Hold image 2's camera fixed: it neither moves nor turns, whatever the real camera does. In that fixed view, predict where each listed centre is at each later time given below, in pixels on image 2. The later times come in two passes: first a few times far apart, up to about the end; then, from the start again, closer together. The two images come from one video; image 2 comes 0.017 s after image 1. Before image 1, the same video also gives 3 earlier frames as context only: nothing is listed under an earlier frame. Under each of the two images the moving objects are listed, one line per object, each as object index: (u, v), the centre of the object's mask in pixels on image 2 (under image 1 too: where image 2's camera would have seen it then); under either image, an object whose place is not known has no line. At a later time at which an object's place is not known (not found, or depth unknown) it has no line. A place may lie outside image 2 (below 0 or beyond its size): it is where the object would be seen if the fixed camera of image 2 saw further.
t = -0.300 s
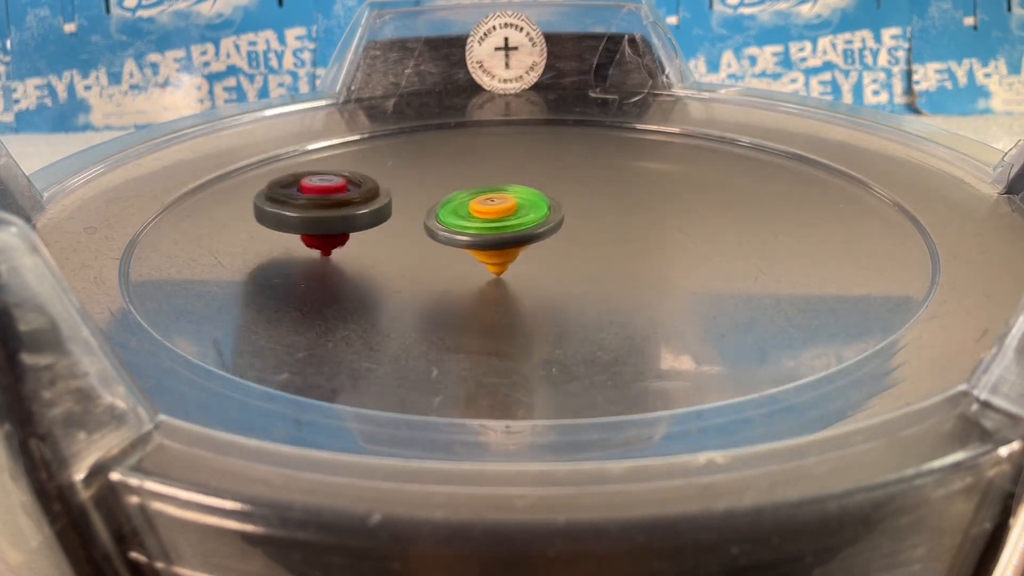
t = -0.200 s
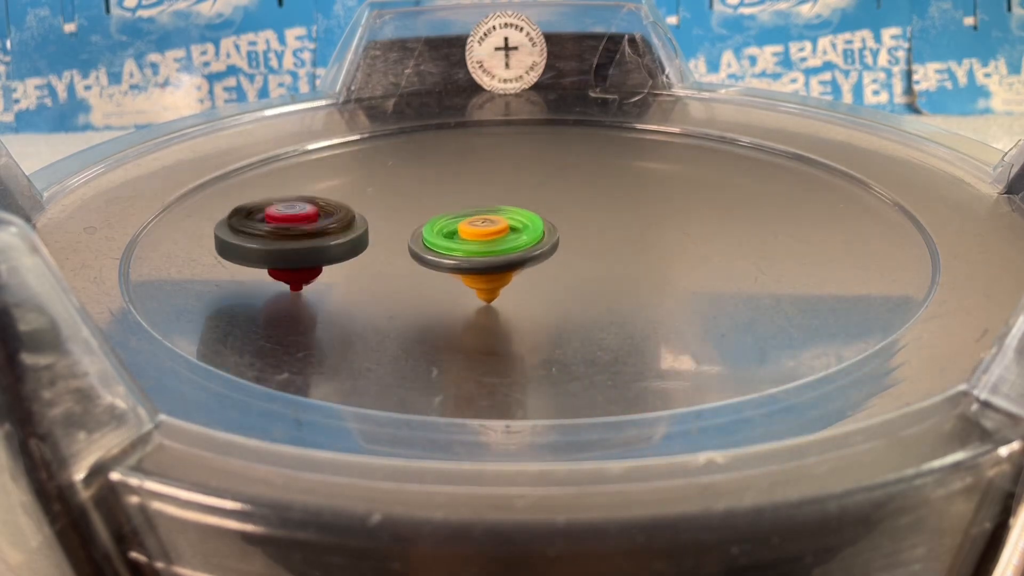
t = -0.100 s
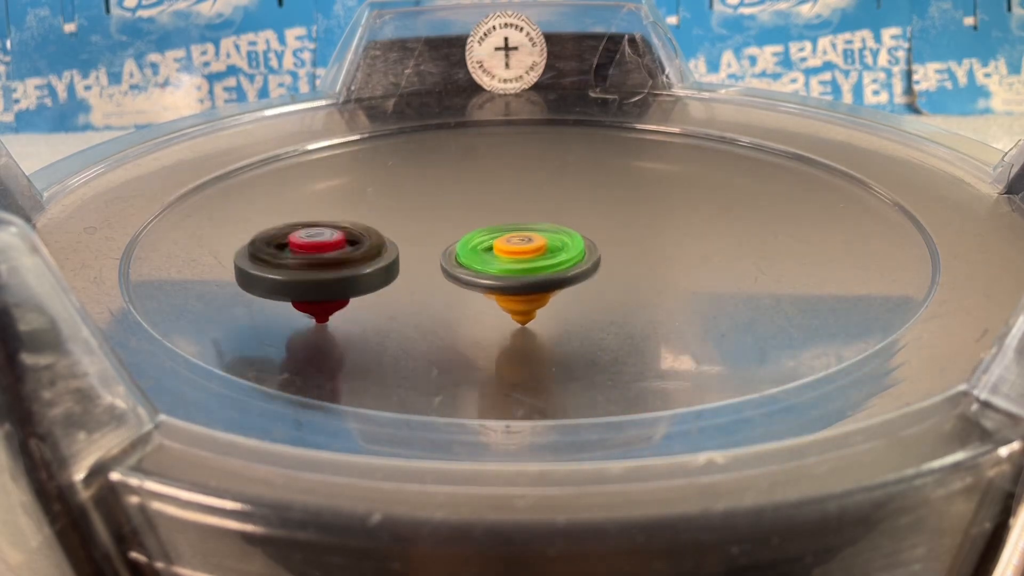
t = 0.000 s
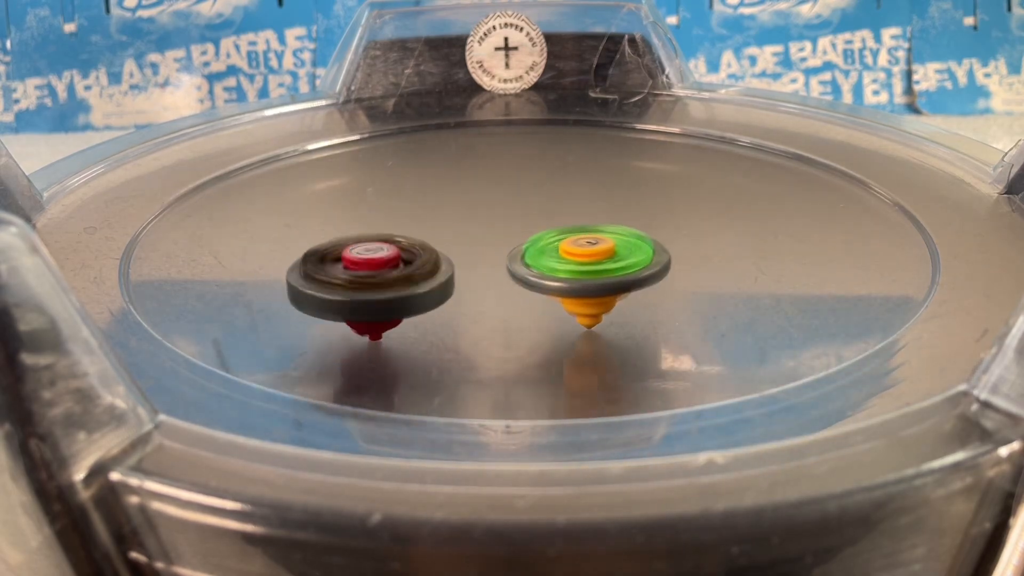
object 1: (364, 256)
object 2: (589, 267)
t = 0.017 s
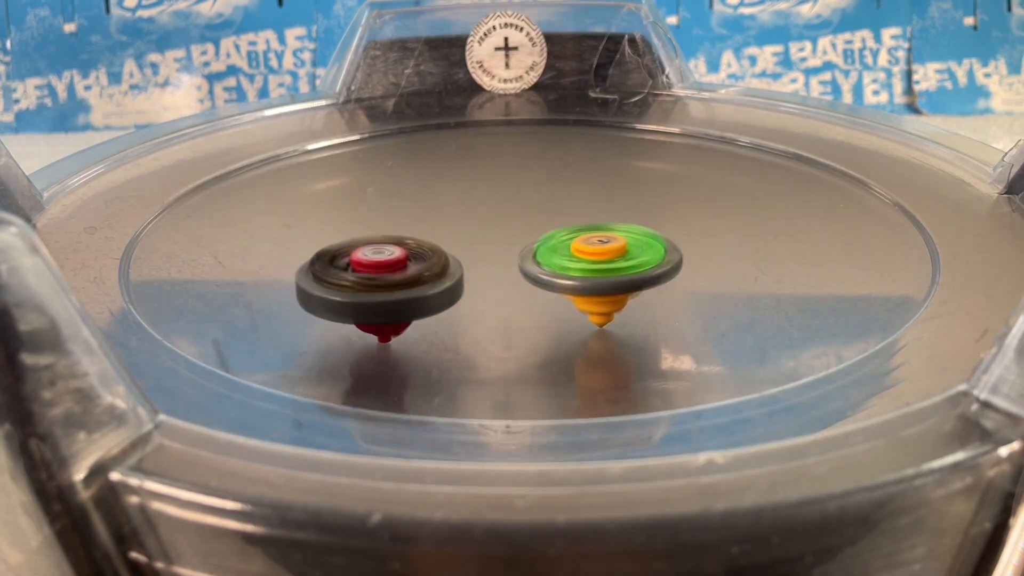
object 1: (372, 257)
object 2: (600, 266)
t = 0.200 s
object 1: (463, 261)
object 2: (646, 227)
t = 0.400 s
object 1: (544, 256)
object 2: (524, 207)
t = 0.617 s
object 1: (592, 239)
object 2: (425, 244)
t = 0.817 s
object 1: (632, 221)
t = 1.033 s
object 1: (668, 173)
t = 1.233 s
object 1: (633, 146)
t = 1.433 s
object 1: (597, 147)
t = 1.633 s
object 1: (566, 157)
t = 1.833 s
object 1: (537, 174)
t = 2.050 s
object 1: (553, 85)
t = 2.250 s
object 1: (517, 115)
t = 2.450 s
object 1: (432, 218)
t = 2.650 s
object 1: (519, 270)
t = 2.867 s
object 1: (643, 262)
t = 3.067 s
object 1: (677, 248)
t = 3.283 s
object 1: (676, 234)
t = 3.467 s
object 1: (660, 222)
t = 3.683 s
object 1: (624, 210)
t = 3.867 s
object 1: (587, 199)
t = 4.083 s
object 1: (546, 188)
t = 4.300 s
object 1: (515, 183)
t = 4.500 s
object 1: (497, 182)
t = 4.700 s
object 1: (489, 187)
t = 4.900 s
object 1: (489, 196)
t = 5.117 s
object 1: (499, 207)
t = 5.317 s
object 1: (511, 220)
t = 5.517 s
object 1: (523, 228)
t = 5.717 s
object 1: (535, 235)
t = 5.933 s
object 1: (538, 238)
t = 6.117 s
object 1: (536, 237)
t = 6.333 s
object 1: (533, 234)
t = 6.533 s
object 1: (532, 227)
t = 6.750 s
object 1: (532, 219)
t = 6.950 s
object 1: (534, 210)
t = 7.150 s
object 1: (536, 204)
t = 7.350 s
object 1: (541, 200)
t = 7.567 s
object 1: (543, 201)
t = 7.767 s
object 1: (546, 204)
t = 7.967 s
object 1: (548, 211)
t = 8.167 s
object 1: (541, 217)
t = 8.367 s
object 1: (533, 223)
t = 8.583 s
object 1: (520, 226)
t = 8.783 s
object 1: (510, 227)
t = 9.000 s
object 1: (501, 226)
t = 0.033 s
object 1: (381, 258)
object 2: (611, 263)
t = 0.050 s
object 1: (392, 260)
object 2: (621, 261)
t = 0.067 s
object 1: (397, 260)
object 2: (630, 258)
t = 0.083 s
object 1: (408, 262)
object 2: (638, 255)
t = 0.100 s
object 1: (416, 263)
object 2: (644, 251)
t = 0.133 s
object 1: (429, 261)
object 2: (652, 243)
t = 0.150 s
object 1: (441, 262)
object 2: (653, 239)
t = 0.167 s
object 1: (445, 262)
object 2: (652, 235)
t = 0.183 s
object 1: (453, 262)
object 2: (650, 231)
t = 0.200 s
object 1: (463, 261)
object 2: (646, 227)
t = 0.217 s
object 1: (470, 261)
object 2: (640, 224)
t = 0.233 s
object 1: (477, 260)
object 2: (633, 221)
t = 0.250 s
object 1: (485, 260)
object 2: (625, 218)
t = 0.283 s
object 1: (501, 259)
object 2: (606, 214)
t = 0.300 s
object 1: (507, 259)
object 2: (595, 213)
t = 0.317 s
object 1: (514, 259)
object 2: (584, 210)
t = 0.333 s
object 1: (521, 258)
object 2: (573, 208)
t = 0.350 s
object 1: (526, 258)
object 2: (561, 207)
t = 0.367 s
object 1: (532, 257)
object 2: (549, 206)
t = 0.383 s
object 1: (537, 257)
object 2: (537, 206)
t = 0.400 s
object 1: (544, 256)
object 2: (524, 207)
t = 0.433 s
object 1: (551, 253)
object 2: (500, 210)
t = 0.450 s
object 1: (553, 251)
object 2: (489, 212)
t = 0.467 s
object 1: (561, 251)
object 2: (479, 216)
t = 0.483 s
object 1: (561, 248)
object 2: (469, 219)
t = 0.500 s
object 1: (564, 247)
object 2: (460, 221)
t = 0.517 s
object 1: (570, 247)
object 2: (452, 224)
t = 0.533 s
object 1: (573, 245)
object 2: (445, 227)
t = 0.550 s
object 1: (580, 244)
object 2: (439, 230)
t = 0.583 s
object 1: (586, 242)
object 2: (429, 236)
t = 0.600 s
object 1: (591, 241)
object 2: (426, 240)
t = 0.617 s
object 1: (592, 239)
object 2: (425, 244)
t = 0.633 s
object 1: (598, 237)
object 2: (425, 247)
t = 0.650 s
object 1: (600, 236)
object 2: (427, 251)
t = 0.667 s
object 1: (604, 235)
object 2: (431, 255)
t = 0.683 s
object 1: (607, 234)
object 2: (436, 258)
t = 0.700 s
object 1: (609, 233)
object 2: (443, 262)
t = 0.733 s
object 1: (616, 231)
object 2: (462, 268)
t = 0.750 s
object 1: (618, 229)
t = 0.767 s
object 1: (619, 227)
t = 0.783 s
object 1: (620, 226)
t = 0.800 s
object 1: (626, 224)
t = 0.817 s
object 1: (632, 221)
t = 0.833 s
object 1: (636, 218)
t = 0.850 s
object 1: (639, 216)
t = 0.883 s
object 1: (644, 212)
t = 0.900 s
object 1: (645, 210)
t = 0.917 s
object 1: (644, 208)
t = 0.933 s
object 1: (645, 207)
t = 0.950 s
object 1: (650, 202)
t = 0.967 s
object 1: (657, 196)
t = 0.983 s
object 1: (660, 190)
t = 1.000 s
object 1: (665, 184)
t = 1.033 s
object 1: (668, 173)
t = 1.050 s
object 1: (666, 168)
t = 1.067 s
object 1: (666, 164)
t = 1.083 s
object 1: (664, 160)
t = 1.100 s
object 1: (660, 157)
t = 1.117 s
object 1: (657, 154)
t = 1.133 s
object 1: (654, 152)
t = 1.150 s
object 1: (651, 150)
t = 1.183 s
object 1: (643, 148)
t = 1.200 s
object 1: (640, 147)
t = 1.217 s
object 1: (638, 146)
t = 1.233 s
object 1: (633, 146)
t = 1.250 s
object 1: (630, 145)
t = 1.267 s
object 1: (627, 145)
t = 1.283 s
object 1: (626, 145)
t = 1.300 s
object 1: (621, 145)
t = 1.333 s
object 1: (615, 145)
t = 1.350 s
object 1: (612, 145)
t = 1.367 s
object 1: (610, 145)
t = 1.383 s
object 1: (606, 146)
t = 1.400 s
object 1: (603, 146)
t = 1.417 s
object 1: (599, 147)
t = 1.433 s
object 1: (597, 147)
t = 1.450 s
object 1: (595, 148)
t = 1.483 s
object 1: (588, 150)
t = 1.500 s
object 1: (586, 150)
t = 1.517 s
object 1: (583, 151)
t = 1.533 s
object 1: (582, 152)
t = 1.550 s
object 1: (578, 153)
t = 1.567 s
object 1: (575, 154)
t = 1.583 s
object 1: (572, 155)
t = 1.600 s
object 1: (570, 155)
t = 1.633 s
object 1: (566, 157)
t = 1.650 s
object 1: (560, 158)
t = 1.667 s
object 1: (559, 160)
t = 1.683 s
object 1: (557, 161)
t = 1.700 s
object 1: (555, 163)
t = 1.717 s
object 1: (555, 163)
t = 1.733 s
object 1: (551, 165)
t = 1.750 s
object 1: (547, 167)
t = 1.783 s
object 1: (544, 170)
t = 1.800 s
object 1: (541, 171)
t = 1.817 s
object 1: (539, 172)
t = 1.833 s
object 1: (537, 174)
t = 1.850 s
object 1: (534, 175)
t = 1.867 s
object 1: (529, 177)
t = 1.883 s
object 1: (529, 179)
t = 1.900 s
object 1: (527, 180)
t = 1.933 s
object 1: (522, 184)
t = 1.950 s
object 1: (518, 186)
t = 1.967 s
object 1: (526, 176)
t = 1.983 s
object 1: (531, 155)
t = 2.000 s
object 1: (539, 137)
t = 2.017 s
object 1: (545, 117)
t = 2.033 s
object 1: (547, 101)
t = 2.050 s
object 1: (553, 85)
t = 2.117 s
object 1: (557, 42)
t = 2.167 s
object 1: (545, 69)
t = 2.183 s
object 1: (541, 77)
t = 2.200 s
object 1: (534, 86)
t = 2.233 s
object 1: (523, 102)
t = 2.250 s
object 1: (517, 115)
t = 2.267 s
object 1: (507, 123)
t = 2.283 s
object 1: (497, 132)
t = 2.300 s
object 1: (490, 142)
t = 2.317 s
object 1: (483, 152)
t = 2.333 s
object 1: (472, 161)
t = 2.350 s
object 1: (465, 171)
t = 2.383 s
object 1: (449, 188)
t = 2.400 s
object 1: (444, 197)
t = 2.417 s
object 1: (440, 203)
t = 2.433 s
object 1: (433, 211)
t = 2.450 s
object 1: (432, 218)
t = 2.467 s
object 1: (430, 224)
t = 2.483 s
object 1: (429, 231)
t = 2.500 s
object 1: (431, 237)
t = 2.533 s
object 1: (436, 247)
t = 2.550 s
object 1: (444, 252)
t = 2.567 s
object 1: (452, 255)
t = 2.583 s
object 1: (463, 260)
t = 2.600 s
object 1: (477, 263)
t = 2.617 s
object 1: (490, 266)
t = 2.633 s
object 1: (504, 269)
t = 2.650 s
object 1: (519, 270)
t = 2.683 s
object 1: (549, 274)
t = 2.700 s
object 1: (559, 272)
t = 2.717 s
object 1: (575, 273)
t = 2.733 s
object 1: (590, 273)
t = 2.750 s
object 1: (600, 271)
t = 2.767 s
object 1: (611, 270)
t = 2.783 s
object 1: (621, 269)
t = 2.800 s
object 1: (626, 268)
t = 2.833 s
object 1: (639, 265)
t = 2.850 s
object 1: (645, 264)
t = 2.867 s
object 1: (643, 262)
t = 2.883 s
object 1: (646, 261)
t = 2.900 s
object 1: (655, 260)
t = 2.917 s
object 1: (652, 259)
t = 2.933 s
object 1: (659, 258)
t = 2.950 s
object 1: (663, 256)
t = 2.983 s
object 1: (668, 254)
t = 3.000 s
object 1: (669, 252)
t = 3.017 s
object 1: (671, 252)
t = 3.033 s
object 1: (671, 250)
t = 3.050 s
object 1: (676, 249)
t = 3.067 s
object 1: (677, 248)
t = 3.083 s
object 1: (677, 247)
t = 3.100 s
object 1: (678, 246)
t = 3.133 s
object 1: (679, 244)
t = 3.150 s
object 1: (678, 243)
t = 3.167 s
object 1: (678, 242)
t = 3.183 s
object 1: (680, 241)
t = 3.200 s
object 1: (678, 239)
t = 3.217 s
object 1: (679, 238)
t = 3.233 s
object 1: (677, 237)
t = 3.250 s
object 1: (677, 237)
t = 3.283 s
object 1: (676, 234)
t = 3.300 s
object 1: (680, 234)
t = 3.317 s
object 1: (673, 232)
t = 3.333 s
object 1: (672, 231)
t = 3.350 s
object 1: (673, 230)
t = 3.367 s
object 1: (674, 229)
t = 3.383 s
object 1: (666, 228)
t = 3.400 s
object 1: (664, 227)
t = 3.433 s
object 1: (662, 225)
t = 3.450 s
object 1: (661, 224)
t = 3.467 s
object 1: (660, 222)
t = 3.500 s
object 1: (654, 221)
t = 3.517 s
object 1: (653, 220)
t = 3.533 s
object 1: (649, 219)
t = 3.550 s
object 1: (649, 219)
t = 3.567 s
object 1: (649, 218)
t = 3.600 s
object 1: (639, 215)
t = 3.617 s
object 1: (638, 214)
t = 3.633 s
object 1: (635, 213)
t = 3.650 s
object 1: (632, 212)
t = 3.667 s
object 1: (630, 212)
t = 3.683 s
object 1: (624, 210)
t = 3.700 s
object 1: (623, 209)
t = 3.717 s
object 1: (621, 209)
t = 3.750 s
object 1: (614, 206)
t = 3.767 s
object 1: (608, 205)
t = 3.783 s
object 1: (607, 204)
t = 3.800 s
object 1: (602, 203)
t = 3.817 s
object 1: (599, 202)
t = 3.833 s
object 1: (595, 201)
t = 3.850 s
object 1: (592, 200)
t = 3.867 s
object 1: (587, 199)
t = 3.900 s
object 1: (580, 197)
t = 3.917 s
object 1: (576, 196)
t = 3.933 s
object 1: (573, 195)
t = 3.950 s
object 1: (568, 194)
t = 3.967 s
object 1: (566, 194)
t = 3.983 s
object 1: (564, 193)
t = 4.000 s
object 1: (560, 192)
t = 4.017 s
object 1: (557, 191)
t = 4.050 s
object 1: (551, 189)
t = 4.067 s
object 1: (549, 189)
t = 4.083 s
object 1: (546, 188)
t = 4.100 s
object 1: (543, 187)
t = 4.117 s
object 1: (541, 187)
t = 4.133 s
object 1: (537, 187)
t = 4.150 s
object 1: (535, 186)
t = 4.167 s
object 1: (532, 186)
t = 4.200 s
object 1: (527, 185)
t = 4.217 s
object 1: (527, 184)
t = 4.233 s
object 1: (523, 184)
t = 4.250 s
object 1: (520, 183)
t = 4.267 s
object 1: (518, 183)
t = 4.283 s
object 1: (515, 182)
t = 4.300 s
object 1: (515, 183)
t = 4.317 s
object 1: (512, 182)
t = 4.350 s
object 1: (509, 181)
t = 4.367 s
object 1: (506, 182)
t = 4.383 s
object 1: (504, 182)
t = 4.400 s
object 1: (504, 181)
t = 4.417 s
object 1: (501, 181)
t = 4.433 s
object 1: (501, 181)
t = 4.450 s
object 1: (499, 181)
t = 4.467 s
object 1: (500, 182)
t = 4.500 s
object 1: (497, 182)
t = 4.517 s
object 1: (497, 182)
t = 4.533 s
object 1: (496, 182)
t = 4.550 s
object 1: (494, 183)
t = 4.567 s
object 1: (493, 183)
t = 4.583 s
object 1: (493, 183)
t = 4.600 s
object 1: (492, 183)
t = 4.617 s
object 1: (491, 184)
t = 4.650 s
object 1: (490, 185)
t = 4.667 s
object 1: (490, 185)
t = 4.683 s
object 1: (489, 186)
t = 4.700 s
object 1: (489, 187)
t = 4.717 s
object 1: (488, 187)
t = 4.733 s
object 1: (488, 188)
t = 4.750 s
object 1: (489, 188)
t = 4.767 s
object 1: (488, 189)
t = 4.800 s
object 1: (488, 191)
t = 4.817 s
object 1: (488, 191)
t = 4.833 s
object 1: (489, 192)
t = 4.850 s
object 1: (489, 193)
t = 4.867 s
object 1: (489, 194)
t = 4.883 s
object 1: (490, 194)
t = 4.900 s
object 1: (489, 196)
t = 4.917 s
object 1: (490, 197)
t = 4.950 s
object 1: (491, 198)
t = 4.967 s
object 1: (492, 199)
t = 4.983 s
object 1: (493, 200)
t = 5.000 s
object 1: (493, 200)
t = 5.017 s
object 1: (495, 201)
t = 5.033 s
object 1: (495, 203)
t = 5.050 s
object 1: (496, 204)
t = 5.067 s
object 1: (498, 204)
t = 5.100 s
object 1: (498, 206)
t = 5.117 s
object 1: (499, 207)
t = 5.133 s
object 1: (499, 208)
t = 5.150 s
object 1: (500, 209)
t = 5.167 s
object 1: (501, 211)
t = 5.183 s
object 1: (501, 211)
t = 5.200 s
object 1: (502, 212)
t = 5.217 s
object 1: (503, 214)
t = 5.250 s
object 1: (505, 216)
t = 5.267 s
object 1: (507, 217)
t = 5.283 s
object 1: (508, 217)
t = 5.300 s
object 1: (509, 219)
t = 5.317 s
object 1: (511, 220)
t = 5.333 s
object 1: (513, 220)
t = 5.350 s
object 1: (513, 221)
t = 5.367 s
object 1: (515, 222)
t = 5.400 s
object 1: (517, 223)
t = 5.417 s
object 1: (518, 224)
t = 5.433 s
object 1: (519, 225)
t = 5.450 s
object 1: (520, 226)
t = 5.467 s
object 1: (523, 226)
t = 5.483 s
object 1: (521, 227)
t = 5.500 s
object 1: (523, 228)
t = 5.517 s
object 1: (523, 228)
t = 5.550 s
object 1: (527, 230)
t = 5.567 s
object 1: (527, 230)
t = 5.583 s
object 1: (528, 231)
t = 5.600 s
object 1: (529, 231)
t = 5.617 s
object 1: (530, 232)
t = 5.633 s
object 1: (531, 232)
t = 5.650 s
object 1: (532, 233)
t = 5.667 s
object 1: (533, 233)
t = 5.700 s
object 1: (533, 234)
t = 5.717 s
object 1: (535, 235)
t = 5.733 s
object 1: (534, 235)
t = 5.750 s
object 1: (535, 235)
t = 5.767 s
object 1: (536, 236)
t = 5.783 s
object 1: (535, 236)
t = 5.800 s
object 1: (536, 237)
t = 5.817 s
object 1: (535, 237)
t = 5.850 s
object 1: (536, 237)
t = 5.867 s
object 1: (536, 238)
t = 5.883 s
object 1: (536, 238)
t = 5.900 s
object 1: (538, 238)
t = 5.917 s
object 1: (536, 238)
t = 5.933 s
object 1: (538, 238)
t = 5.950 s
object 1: (536, 238)
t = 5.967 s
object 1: (538, 238)
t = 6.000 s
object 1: (536, 238)
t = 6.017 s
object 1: (538, 239)
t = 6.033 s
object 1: (537, 239)
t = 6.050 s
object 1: (539, 238)
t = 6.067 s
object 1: (537, 238)
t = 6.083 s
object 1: (537, 238)
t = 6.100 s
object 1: (537, 238)
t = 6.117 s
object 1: (536, 237)
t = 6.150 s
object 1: (535, 237)
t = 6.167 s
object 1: (536, 237)
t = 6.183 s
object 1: (535, 237)
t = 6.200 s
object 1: (536, 236)
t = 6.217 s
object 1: (535, 236)
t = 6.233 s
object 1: (536, 235)
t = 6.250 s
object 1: (535, 236)
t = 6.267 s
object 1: (534, 235)
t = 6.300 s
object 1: (533, 234)
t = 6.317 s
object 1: (535, 234)
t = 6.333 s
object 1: (533, 234)
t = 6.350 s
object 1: (534, 234)
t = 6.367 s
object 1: (534, 233)
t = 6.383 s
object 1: (532, 232)
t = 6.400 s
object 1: (533, 231)
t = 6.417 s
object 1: (531, 231)
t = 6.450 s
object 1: (532, 230)
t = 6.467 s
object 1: (531, 229)
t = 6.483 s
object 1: (532, 229)
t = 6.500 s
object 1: (532, 228)
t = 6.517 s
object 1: (533, 229)
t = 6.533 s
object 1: (532, 227)
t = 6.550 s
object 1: (531, 227)
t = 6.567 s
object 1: (530, 226)
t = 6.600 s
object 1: (531, 225)
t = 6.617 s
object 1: (531, 224)
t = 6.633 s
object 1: (530, 224)
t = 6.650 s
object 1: (530, 223)
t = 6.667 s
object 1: (531, 223)
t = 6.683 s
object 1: (531, 222)
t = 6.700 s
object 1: (531, 220)
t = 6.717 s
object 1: (530, 220)
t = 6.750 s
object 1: (532, 219)
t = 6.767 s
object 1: (531, 219)
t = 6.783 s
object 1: (532, 217)
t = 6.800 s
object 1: (531, 216)
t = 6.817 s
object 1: (531, 216)
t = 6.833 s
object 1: (532, 216)
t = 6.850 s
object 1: (532, 214)
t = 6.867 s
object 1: (533, 213)
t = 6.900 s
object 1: (533, 213)
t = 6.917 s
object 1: (534, 212)
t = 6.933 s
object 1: (533, 211)
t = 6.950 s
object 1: (534, 210)
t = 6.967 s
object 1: (533, 210)
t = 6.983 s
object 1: (534, 209)
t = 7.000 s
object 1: (534, 208)
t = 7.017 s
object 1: (533, 207)
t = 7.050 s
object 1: (534, 206)
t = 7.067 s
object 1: (535, 206)
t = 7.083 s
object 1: (536, 205)
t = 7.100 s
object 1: (534, 205)
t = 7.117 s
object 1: (537, 204)
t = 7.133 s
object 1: (535, 204)
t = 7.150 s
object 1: (536, 204)
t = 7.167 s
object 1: (537, 203)
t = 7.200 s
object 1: (537, 202)
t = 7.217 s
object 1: (537, 202)
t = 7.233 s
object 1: (538, 201)
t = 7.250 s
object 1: (540, 201)
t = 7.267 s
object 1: (538, 201)
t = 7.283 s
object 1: (539, 200)
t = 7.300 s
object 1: (539, 200)
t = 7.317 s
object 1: (540, 200)
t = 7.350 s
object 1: (541, 200)
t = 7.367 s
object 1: (541, 199)
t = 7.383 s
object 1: (540, 200)
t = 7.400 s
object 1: (541, 200)
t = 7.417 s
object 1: (542, 199)
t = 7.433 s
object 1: (541, 200)
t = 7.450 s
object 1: (542, 199)
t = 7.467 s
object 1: (542, 199)
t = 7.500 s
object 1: (543, 199)
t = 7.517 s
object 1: (543, 200)
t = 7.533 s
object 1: (543, 200)
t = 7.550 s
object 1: (542, 200)
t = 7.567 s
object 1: (543, 201)
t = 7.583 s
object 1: (544, 201)
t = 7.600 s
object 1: (545, 201)
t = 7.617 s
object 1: (545, 201)
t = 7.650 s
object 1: (545, 202)
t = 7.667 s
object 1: (544, 202)
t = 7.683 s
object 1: (545, 203)
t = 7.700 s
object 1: (546, 203)
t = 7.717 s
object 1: (545, 203)
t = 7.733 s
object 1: (546, 203)
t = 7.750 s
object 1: (545, 204)
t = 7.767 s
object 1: (546, 204)
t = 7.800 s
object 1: (546, 205)
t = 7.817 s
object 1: (549, 206)
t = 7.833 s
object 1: (547, 207)
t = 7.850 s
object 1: (548, 207)
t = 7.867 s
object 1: (551, 207)
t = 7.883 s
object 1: (548, 208)
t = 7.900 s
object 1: (548, 208)
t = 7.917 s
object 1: (547, 209)
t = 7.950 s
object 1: (547, 210)
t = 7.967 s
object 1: (548, 211)
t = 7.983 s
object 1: (546, 211)
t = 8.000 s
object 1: (545, 212)
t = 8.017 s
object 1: (546, 213)
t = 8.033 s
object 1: (544, 213)
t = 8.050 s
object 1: (545, 213)
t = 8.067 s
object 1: (545, 214)
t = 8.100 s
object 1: (544, 215)
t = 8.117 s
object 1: (543, 216)
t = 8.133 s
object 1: (543, 216)
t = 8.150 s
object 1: (544, 217)
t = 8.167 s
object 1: (541, 217)
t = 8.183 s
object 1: (543, 217)
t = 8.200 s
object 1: (542, 218)
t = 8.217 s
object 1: (542, 219)
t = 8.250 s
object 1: (542, 220)
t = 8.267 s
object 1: (541, 220)
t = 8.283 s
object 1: (538, 220)
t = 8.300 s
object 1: (538, 221)
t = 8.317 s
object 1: (535, 222)
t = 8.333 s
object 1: (539, 222)
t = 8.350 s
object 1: (537, 222)
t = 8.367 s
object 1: (533, 223)
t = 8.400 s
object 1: (533, 224)
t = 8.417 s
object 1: (531, 224)
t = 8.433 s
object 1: (531, 225)
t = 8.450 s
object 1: (530, 225)
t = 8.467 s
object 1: (528, 225)
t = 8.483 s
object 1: (527, 225)
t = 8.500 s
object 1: (529, 226)
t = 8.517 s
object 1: (524, 226)
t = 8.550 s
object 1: (527, 227)
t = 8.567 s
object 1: (520, 226)
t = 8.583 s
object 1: (520, 226)
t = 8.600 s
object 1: (519, 227)
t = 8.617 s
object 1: (518, 227)
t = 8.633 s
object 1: (518, 227)
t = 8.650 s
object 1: (520, 228)
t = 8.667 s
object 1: (516, 227)
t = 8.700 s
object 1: (517, 228)
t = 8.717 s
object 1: (511, 228)
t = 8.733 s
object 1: (515, 228)
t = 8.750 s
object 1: (515, 228)
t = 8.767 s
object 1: (509, 227)
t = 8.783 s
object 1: (510, 227)
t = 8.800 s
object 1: (508, 227)
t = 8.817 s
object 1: (507, 227)
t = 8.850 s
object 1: (508, 227)
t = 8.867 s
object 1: (505, 227)
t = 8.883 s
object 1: (507, 227)
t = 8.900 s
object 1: (505, 227)
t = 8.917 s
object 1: (504, 227)
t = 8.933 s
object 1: (506, 228)
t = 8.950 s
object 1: (503, 227)
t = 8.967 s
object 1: (505, 227)
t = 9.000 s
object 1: (501, 226)
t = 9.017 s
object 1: (501, 225)
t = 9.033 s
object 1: (499, 225)
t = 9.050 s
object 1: (501, 225)
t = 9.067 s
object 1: (502, 225)
